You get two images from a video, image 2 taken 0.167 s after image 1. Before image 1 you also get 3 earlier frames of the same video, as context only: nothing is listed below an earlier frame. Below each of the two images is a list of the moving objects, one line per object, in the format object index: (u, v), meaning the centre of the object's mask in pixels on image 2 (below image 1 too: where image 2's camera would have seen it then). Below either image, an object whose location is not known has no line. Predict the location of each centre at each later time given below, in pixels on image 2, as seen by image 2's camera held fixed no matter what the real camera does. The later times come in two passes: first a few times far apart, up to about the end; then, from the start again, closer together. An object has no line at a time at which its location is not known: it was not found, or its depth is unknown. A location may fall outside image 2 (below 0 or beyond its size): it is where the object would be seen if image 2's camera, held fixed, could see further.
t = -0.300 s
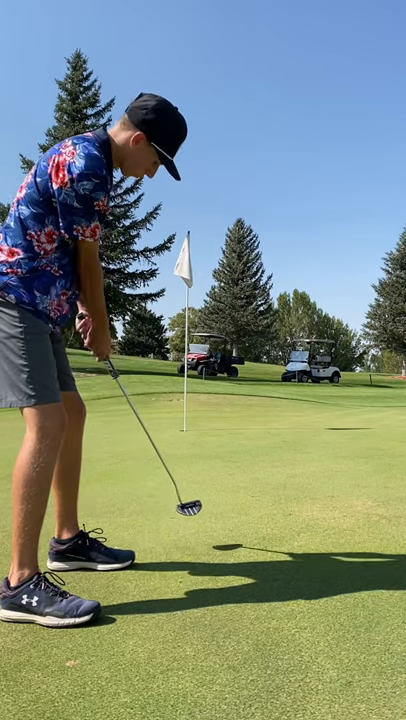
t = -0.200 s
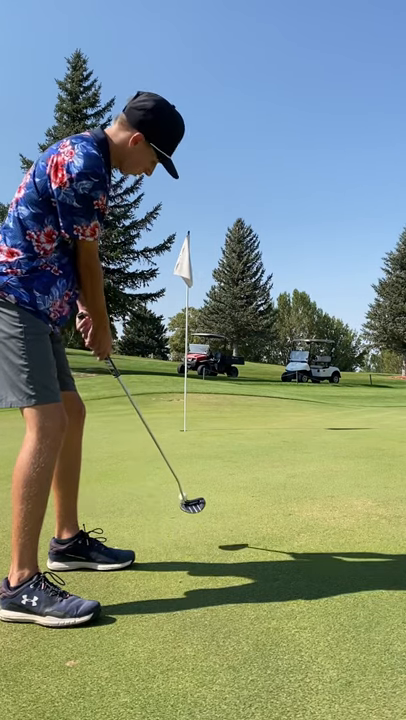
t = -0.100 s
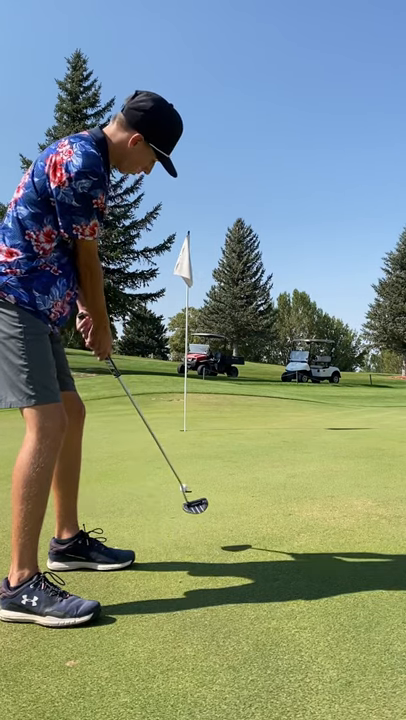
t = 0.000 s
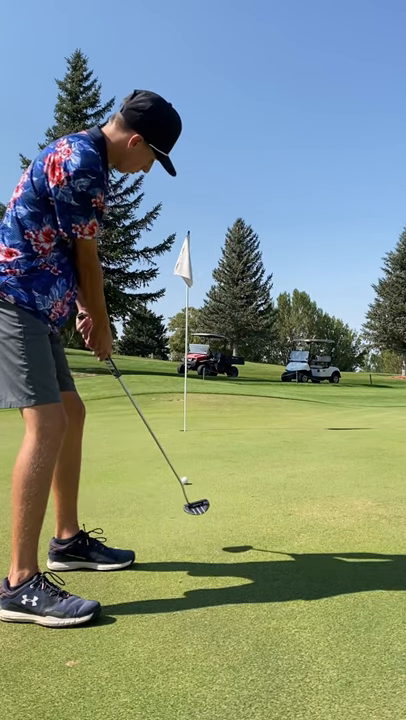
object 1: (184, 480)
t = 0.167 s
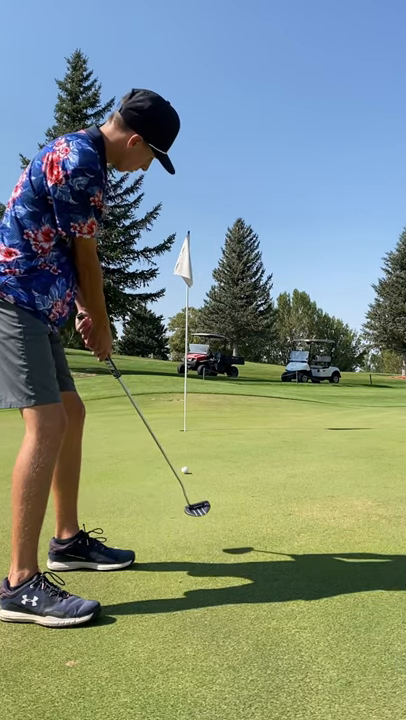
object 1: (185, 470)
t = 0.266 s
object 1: (185, 465)
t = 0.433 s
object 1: (186, 458)
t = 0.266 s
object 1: (185, 465)
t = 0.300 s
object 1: (185, 463)
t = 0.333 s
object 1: (185, 462)
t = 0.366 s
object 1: (186, 460)
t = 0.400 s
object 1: (186, 459)
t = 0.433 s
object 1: (186, 458)
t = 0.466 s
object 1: (186, 456)
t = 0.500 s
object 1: (186, 455)
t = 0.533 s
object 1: (186, 454)
